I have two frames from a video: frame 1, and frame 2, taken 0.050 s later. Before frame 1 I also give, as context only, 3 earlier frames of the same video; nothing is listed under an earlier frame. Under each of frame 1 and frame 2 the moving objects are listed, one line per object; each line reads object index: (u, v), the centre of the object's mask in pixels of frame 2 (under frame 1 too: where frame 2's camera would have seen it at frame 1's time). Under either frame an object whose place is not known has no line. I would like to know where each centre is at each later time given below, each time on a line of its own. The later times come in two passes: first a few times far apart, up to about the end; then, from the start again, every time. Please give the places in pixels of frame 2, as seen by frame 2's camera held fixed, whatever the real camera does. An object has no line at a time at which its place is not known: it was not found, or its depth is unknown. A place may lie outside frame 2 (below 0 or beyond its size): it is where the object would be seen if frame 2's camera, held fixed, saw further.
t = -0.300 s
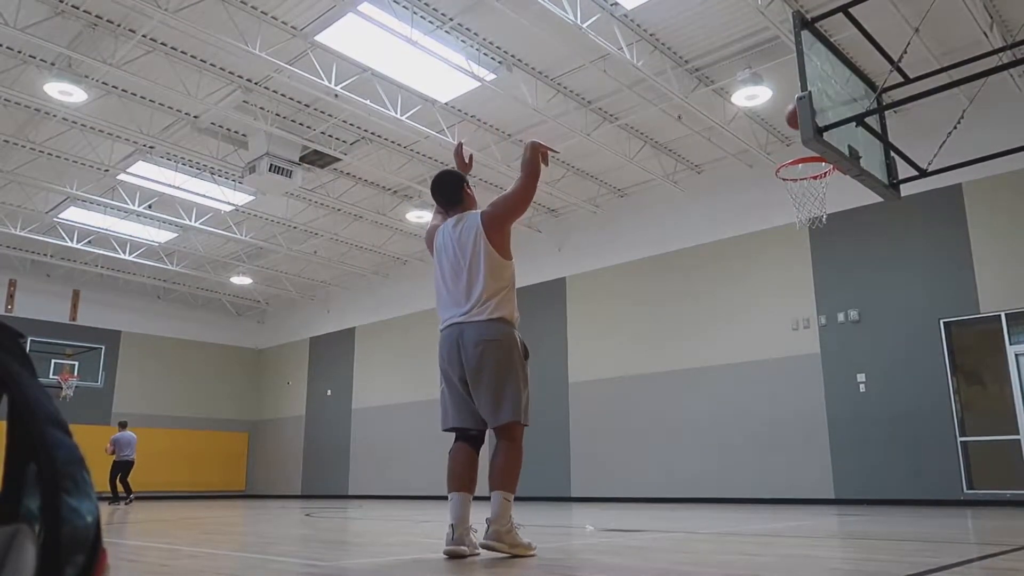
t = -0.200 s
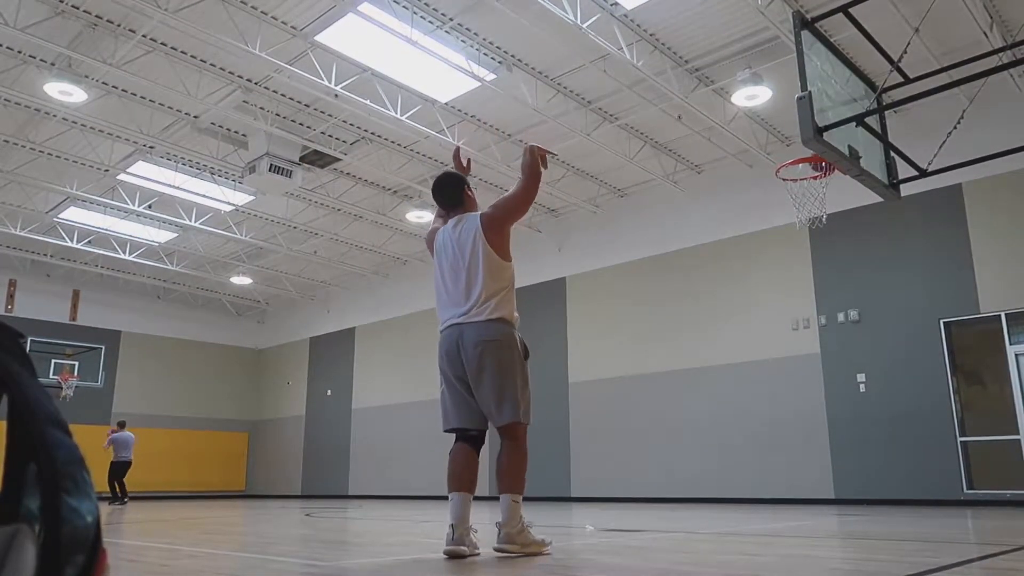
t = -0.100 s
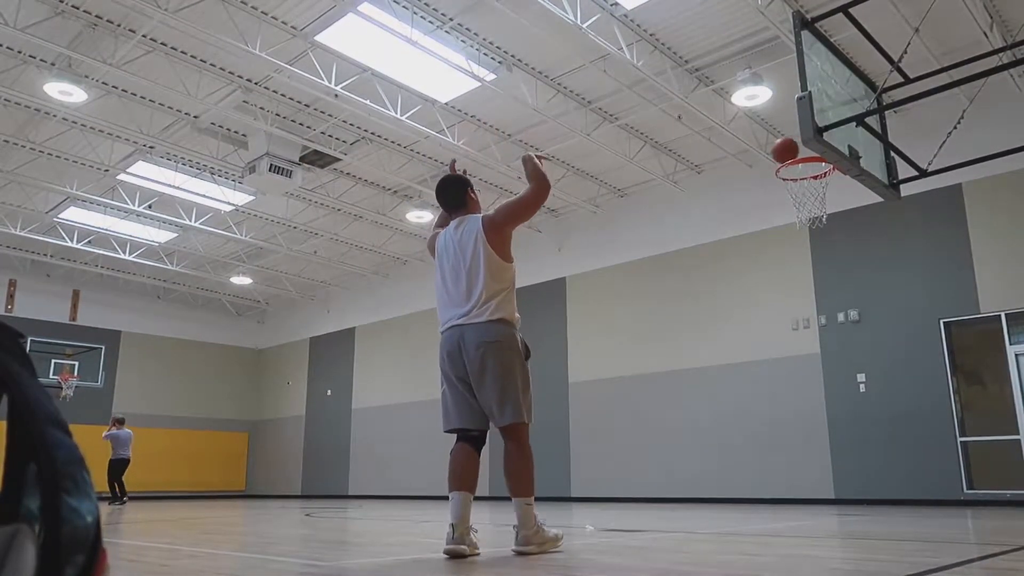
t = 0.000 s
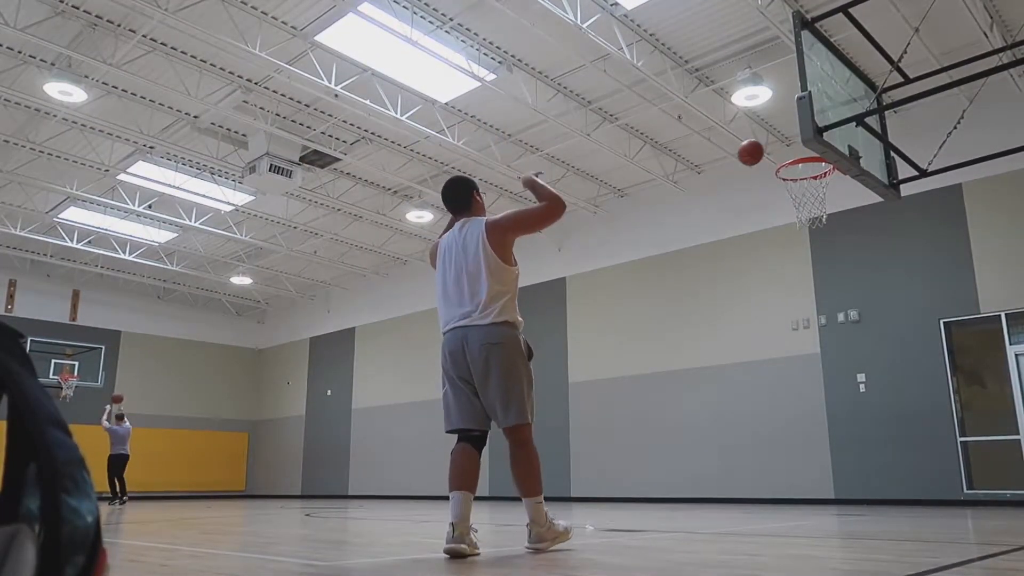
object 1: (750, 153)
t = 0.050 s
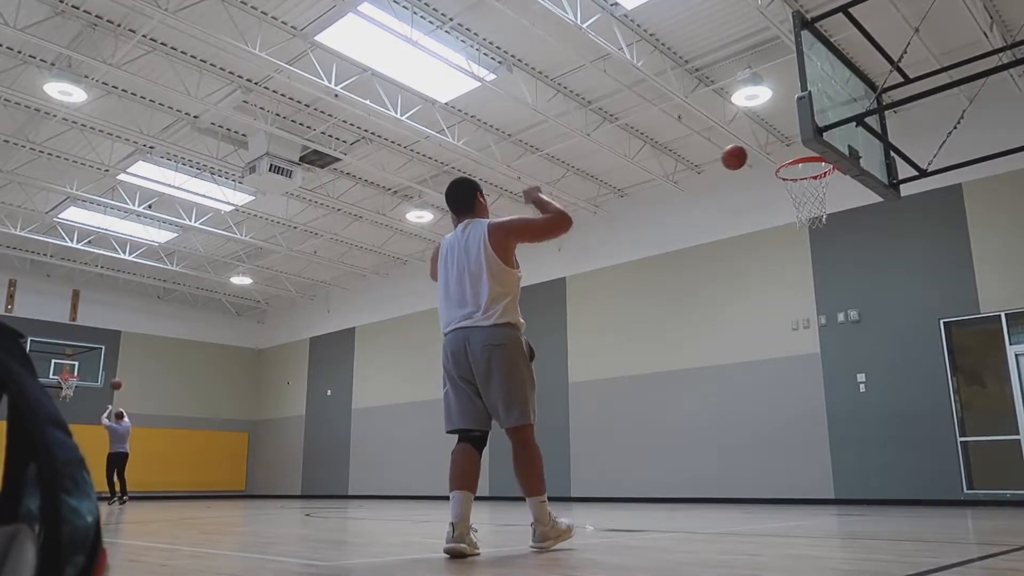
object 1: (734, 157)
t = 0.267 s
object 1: (670, 203)
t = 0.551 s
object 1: (598, 322)
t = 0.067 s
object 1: (729, 159)
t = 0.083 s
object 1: (724, 162)
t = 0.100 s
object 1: (718, 164)
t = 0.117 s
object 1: (713, 167)
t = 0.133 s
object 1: (708, 170)
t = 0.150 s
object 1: (703, 173)
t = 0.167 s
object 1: (698, 177)
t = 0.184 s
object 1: (694, 180)
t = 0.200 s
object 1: (689, 185)
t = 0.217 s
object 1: (684, 189)
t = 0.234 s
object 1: (680, 194)
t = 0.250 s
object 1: (675, 198)
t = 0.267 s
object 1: (670, 203)
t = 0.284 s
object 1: (666, 208)
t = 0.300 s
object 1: (661, 213)
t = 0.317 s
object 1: (657, 219)
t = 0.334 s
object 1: (652, 225)
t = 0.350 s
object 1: (648, 231)
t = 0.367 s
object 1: (643, 238)
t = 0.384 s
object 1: (639, 244)
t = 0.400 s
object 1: (635, 251)
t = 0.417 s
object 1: (631, 258)
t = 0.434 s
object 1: (626, 265)
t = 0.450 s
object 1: (622, 272)
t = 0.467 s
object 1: (618, 280)
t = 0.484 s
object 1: (614, 288)
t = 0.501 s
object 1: (610, 296)
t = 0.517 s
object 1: (606, 305)
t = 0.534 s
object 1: (602, 314)
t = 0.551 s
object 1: (598, 322)
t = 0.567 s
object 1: (594, 332)
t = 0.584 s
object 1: (590, 341)
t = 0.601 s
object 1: (586, 350)
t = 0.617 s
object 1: (582, 360)
